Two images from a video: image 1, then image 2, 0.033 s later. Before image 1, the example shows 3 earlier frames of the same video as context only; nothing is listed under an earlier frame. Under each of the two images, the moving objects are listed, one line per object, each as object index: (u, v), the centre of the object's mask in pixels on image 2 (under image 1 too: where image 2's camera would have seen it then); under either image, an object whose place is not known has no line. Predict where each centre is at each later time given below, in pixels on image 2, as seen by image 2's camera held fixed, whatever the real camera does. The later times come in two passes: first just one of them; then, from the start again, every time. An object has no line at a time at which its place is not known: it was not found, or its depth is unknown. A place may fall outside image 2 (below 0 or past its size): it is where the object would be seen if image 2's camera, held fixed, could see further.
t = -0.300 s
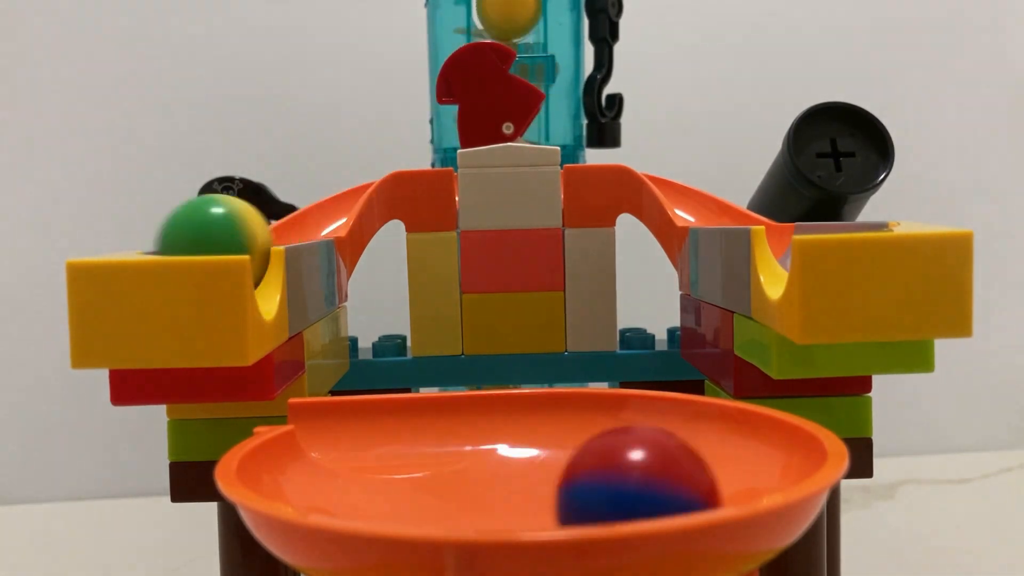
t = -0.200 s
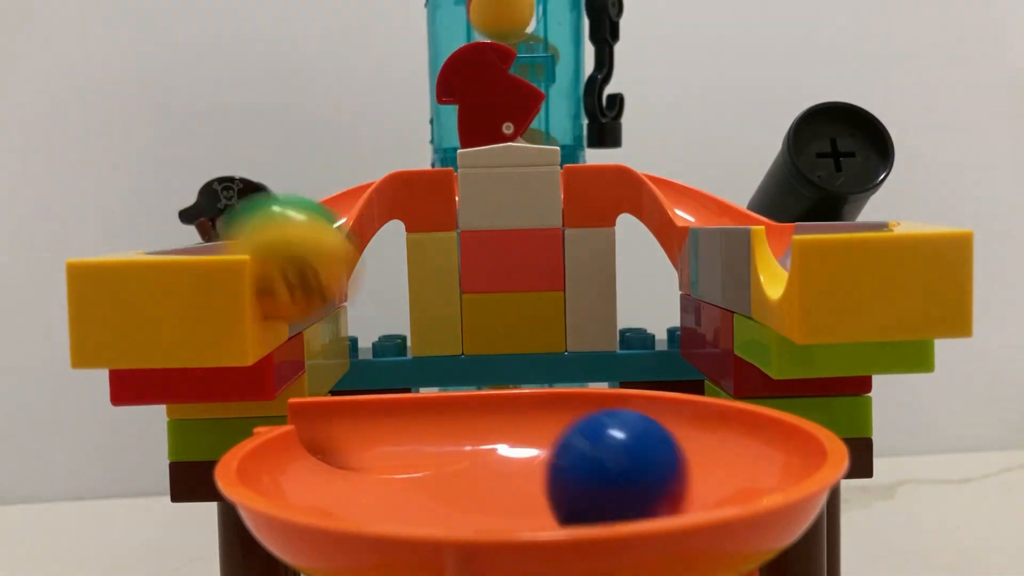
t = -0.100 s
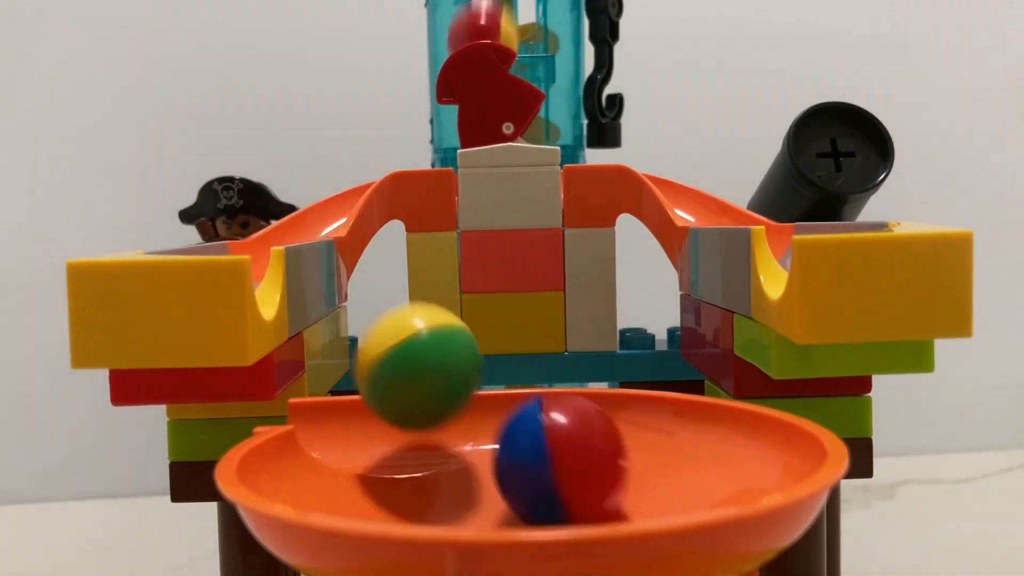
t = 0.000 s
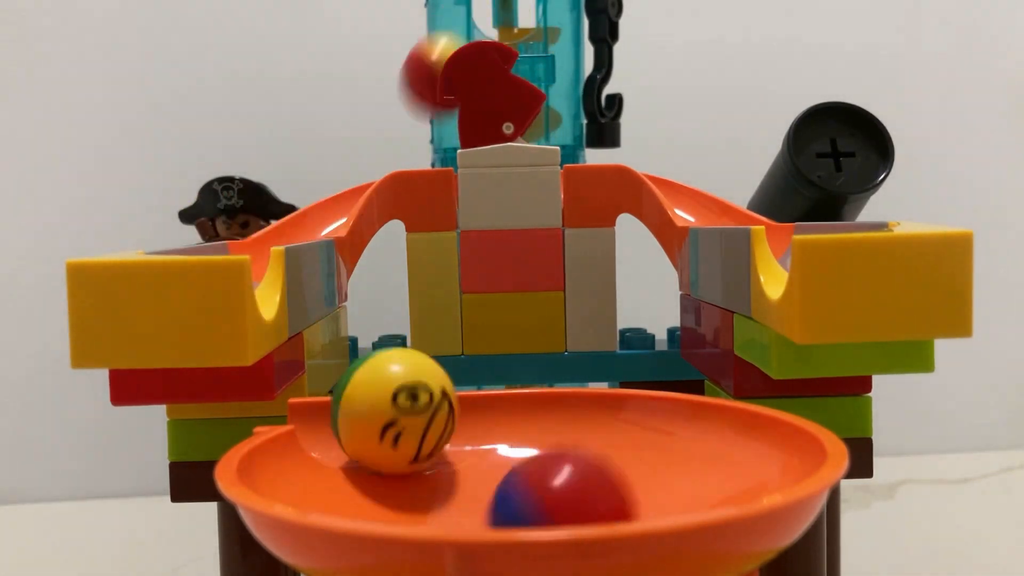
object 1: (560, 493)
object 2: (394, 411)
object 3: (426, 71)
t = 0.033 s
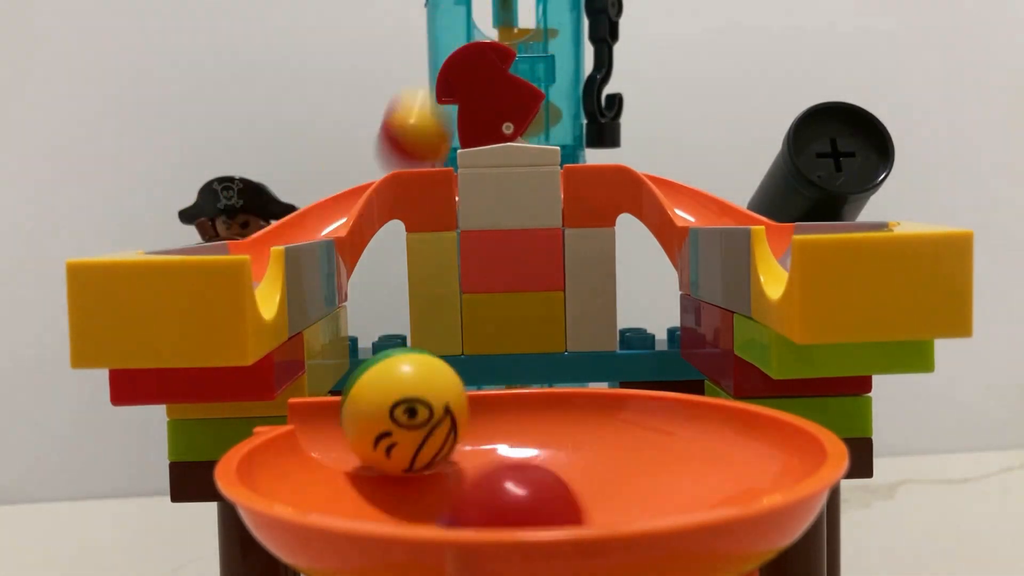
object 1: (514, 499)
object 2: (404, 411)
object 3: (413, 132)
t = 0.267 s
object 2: (530, 468)
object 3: (263, 230)
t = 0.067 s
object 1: (510, 490)
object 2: (417, 414)
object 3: (386, 157)
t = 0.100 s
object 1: (528, 489)
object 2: (434, 421)
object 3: (359, 171)
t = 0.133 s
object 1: (548, 497)
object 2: (456, 440)
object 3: (334, 190)
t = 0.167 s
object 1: (533, 505)
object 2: (475, 446)
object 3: (309, 209)
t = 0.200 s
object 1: (532, 512)
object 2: (486, 444)
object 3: (284, 227)
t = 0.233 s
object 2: (507, 458)
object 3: (275, 229)
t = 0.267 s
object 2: (530, 468)
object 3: (263, 230)
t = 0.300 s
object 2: (557, 476)
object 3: (250, 227)
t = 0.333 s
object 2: (576, 485)
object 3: (235, 228)
